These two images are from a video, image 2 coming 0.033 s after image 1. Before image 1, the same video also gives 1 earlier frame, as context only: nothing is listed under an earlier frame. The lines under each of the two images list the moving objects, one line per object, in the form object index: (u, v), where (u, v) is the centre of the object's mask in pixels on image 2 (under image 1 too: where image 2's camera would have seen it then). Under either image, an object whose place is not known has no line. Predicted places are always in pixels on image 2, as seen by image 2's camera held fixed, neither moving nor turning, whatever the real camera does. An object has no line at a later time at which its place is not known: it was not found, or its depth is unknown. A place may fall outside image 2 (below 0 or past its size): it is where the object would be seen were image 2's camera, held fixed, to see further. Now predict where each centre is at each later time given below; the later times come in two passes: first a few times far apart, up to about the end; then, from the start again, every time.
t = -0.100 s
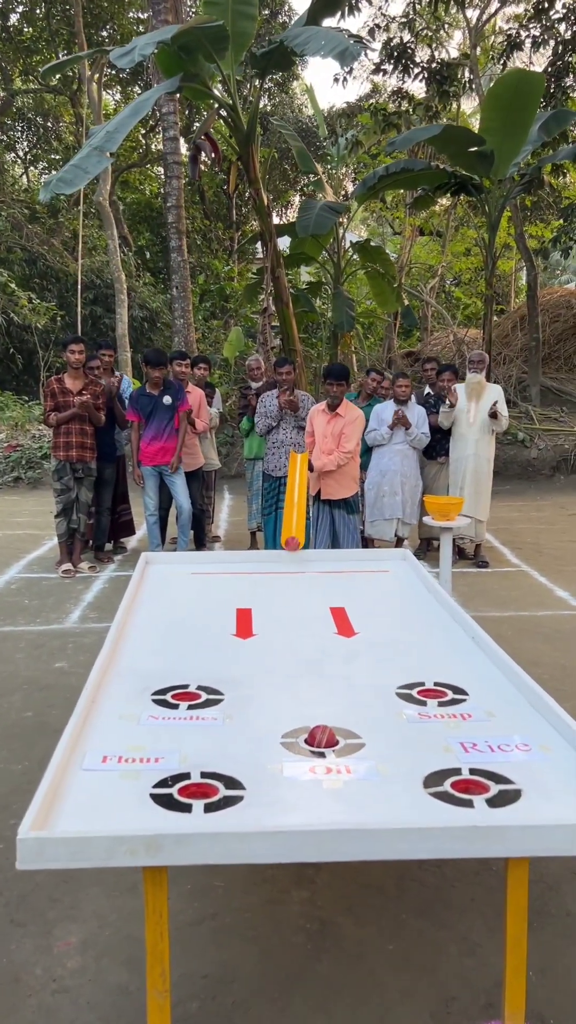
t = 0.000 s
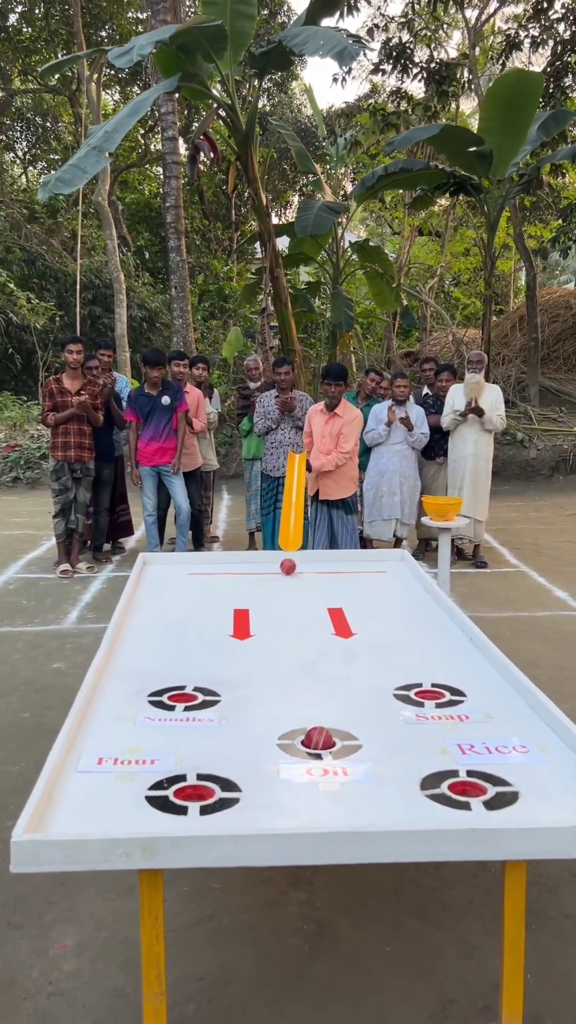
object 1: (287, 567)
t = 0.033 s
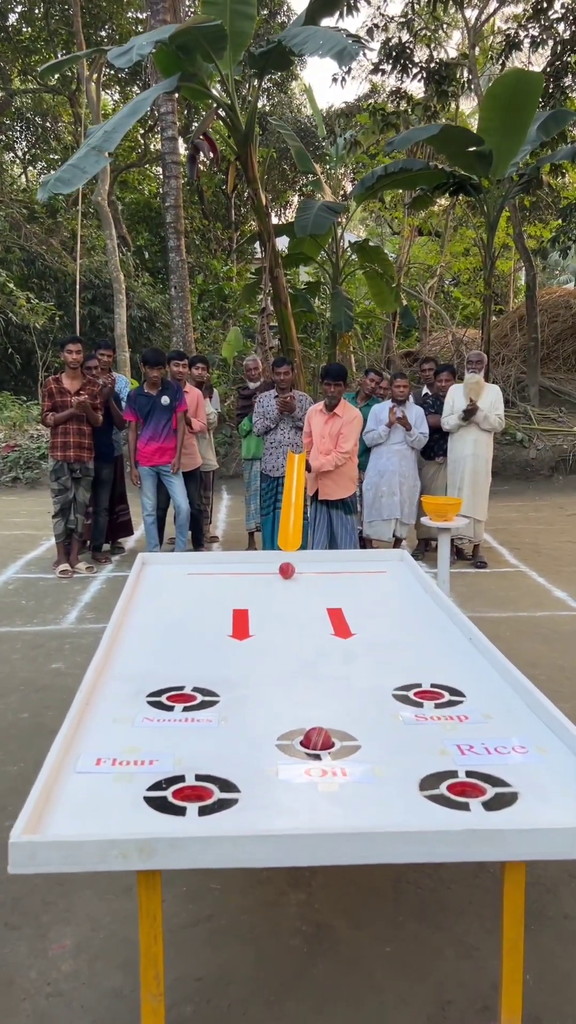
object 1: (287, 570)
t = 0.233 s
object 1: (283, 597)
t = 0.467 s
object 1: (276, 632)
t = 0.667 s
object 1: (267, 669)
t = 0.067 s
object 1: (286, 575)
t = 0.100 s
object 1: (285, 579)
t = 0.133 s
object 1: (285, 583)
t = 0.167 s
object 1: (284, 587)
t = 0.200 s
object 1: (283, 592)
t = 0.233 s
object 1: (283, 597)
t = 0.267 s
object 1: (282, 601)
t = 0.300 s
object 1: (281, 606)
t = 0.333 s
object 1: (280, 611)
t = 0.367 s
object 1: (279, 616)
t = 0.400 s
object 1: (278, 621)
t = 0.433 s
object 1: (277, 627)
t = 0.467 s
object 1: (276, 632)
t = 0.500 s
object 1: (275, 638)
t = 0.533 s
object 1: (273, 644)
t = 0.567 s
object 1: (272, 649)
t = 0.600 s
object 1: (271, 656)
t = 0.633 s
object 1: (269, 662)
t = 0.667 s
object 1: (267, 669)
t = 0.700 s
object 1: (265, 675)
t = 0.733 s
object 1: (263, 682)
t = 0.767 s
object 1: (261, 689)
